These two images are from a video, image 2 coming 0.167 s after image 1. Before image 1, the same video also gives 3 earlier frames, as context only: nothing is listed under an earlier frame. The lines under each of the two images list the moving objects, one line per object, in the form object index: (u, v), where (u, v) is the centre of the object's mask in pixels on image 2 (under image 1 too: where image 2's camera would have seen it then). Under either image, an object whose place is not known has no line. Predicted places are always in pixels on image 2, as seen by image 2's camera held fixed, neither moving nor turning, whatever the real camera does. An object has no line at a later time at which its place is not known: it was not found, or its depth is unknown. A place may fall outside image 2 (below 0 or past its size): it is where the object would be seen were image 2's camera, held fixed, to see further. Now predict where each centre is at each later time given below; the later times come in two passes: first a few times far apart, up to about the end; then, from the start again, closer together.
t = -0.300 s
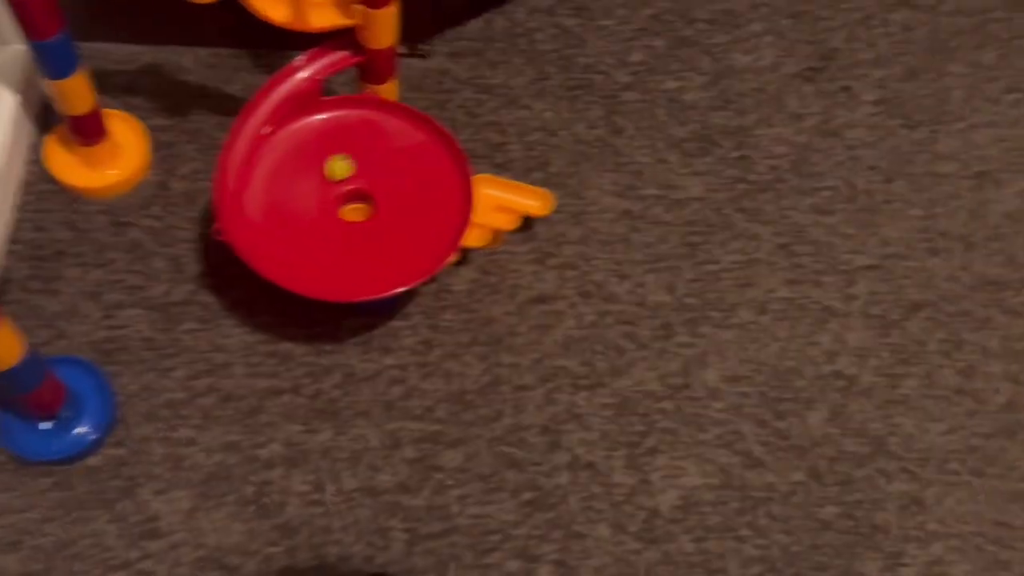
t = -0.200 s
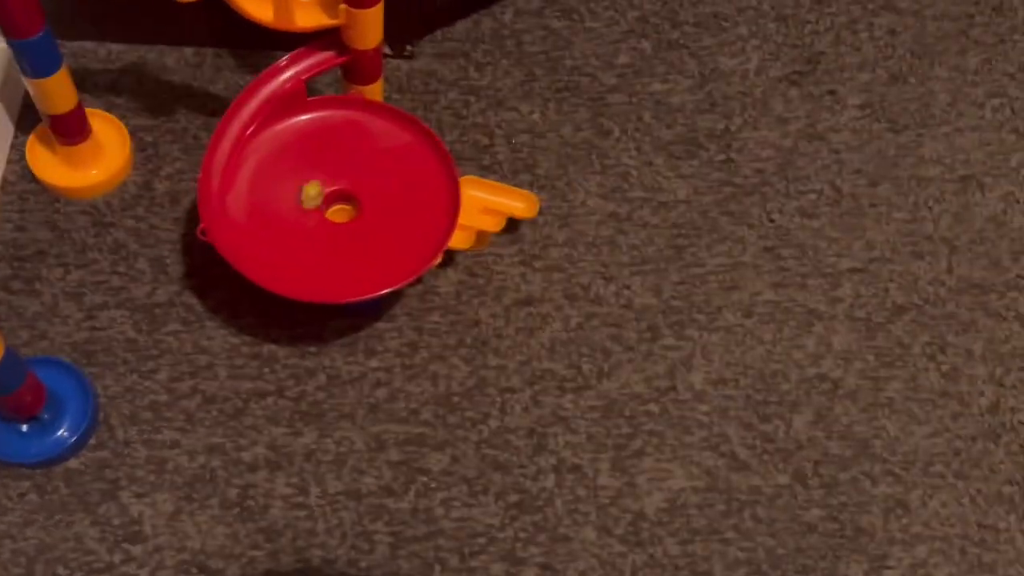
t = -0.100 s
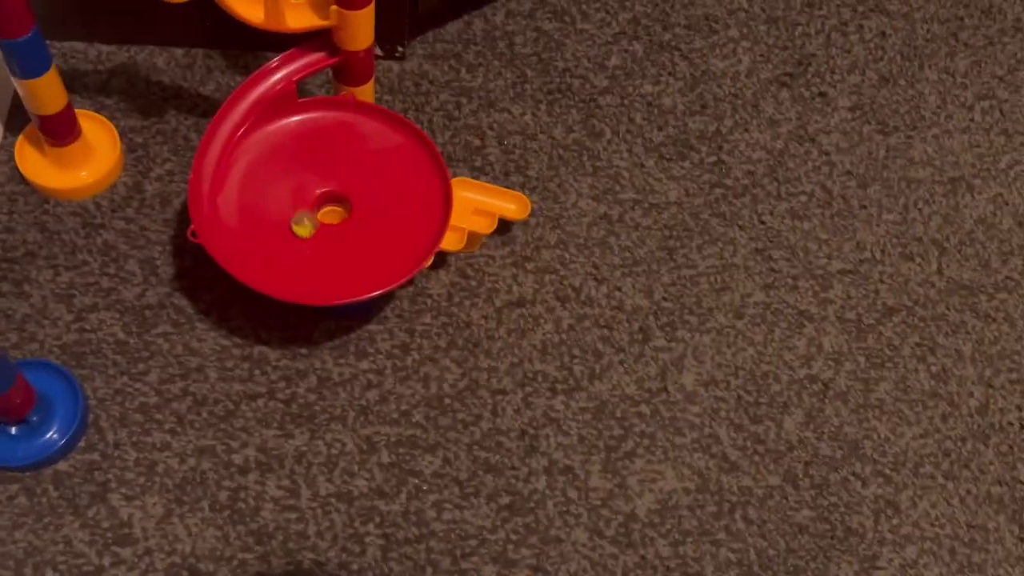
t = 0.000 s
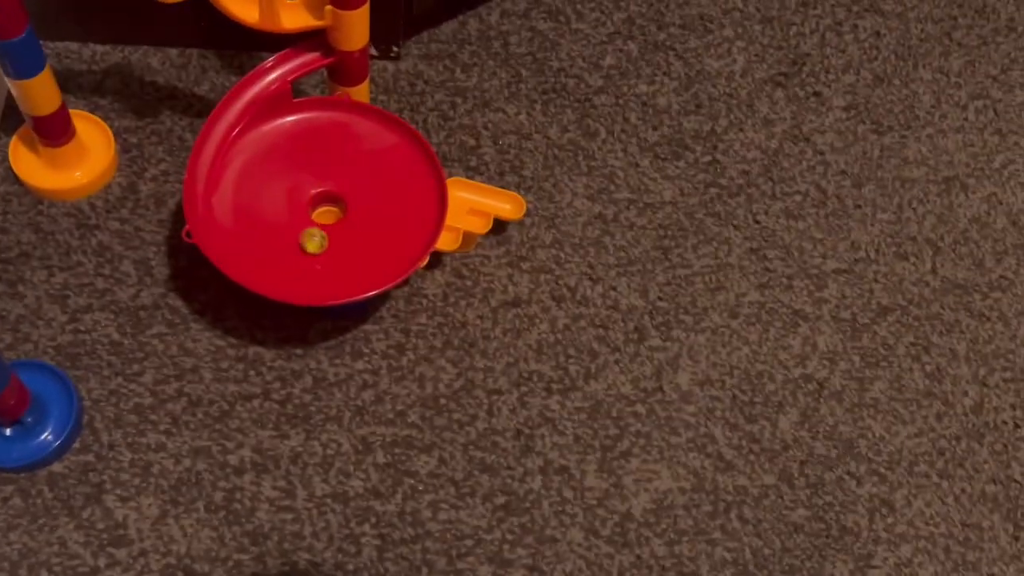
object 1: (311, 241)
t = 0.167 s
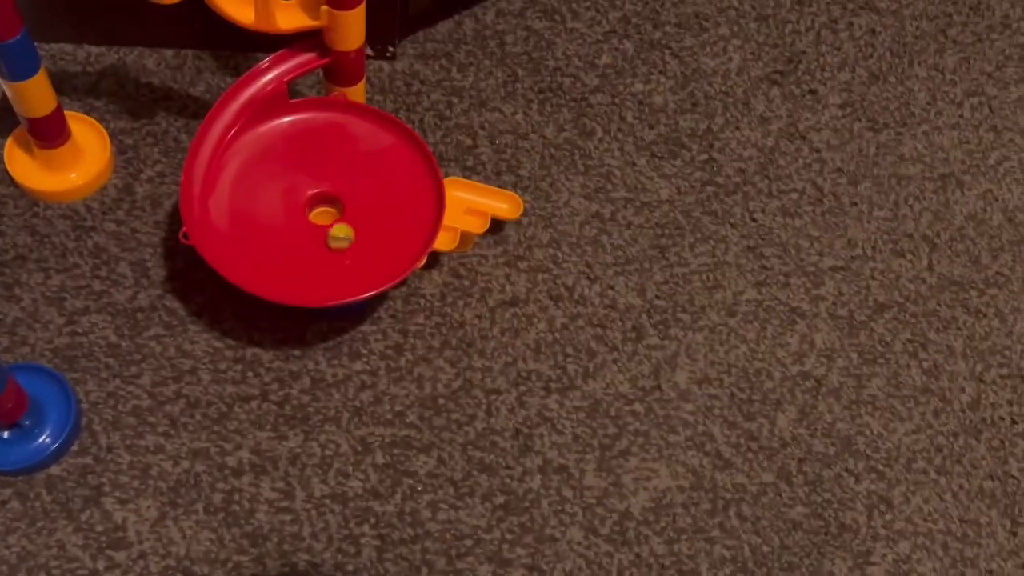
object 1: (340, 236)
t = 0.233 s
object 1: (347, 225)
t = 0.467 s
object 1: (324, 169)
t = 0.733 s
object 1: (286, 185)
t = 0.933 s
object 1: (318, 226)
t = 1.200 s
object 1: (363, 212)
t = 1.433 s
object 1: (317, 181)
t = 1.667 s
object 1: (277, 200)
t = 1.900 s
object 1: (320, 223)
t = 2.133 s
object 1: (360, 191)
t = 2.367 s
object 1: (319, 184)
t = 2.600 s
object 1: (295, 224)
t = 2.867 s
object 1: (339, 214)
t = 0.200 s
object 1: (344, 232)
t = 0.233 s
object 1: (347, 225)
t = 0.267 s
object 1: (348, 216)
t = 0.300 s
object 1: (348, 207)
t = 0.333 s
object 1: (346, 198)
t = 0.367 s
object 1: (342, 188)
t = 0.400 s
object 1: (336, 179)
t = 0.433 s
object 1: (330, 173)
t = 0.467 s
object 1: (324, 169)
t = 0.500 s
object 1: (316, 165)
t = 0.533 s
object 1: (309, 163)
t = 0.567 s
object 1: (302, 162)
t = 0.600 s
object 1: (297, 164)
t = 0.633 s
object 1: (293, 168)
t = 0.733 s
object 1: (286, 185)
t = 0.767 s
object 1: (286, 192)
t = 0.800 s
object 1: (288, 200)
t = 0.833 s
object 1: (293, 207)
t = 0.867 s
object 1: (300, 215)
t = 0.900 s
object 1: (307, 222)
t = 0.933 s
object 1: (318, 226)
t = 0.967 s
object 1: (326, 229)
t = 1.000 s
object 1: (335, 231)
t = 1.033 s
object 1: (342, 230)
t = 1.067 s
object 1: (349, 229)
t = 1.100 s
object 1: (355, 226)
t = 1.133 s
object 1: (360, 222)
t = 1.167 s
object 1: (363, 218)
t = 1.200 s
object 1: (363, 212)
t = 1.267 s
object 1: (357, 201)
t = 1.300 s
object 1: (354, 195)
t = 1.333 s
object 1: (347, 190)
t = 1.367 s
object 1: (339, 186)
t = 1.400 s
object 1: (329, 183)
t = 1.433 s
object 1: (317, 181)
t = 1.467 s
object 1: (308, 182)
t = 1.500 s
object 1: (299, 182)
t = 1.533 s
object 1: (291, 185)
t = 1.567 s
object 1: (284, 189)
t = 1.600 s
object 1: (280, 192)
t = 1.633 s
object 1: (277, 196)
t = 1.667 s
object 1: (277, 200)
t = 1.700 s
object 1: (278, 205)
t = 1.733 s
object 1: (281, 210)
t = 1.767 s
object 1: (286, 215)
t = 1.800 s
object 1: (291, 219)
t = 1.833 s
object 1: (299, 221)
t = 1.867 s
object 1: (309, 223)
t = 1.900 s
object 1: (320, 223)
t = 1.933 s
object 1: (328, 221)
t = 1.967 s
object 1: (338, 218)
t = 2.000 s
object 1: (346, 213)
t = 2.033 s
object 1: (352, 208)
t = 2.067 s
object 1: (357, 203)
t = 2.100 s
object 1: (359, 197)
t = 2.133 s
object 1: (360, 191)
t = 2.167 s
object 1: (358, 186)
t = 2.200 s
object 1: (355, 183)
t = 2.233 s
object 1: (351, 180)
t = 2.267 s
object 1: (345, 179)
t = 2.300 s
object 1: (336, 179)
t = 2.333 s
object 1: (328, 180)
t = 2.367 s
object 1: (319, 184)
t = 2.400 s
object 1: (311, 188)
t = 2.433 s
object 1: (304, 194)
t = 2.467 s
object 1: (298, 201)
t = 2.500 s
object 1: (295, 208)
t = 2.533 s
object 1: (293, 214)
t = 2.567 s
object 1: (294, 219)
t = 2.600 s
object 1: (295, 224)
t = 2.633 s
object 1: (299, 228)
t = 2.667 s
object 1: (303, 230)
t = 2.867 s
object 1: (339, 214)
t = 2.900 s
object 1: (341, 207)
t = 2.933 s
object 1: (342, 200)
